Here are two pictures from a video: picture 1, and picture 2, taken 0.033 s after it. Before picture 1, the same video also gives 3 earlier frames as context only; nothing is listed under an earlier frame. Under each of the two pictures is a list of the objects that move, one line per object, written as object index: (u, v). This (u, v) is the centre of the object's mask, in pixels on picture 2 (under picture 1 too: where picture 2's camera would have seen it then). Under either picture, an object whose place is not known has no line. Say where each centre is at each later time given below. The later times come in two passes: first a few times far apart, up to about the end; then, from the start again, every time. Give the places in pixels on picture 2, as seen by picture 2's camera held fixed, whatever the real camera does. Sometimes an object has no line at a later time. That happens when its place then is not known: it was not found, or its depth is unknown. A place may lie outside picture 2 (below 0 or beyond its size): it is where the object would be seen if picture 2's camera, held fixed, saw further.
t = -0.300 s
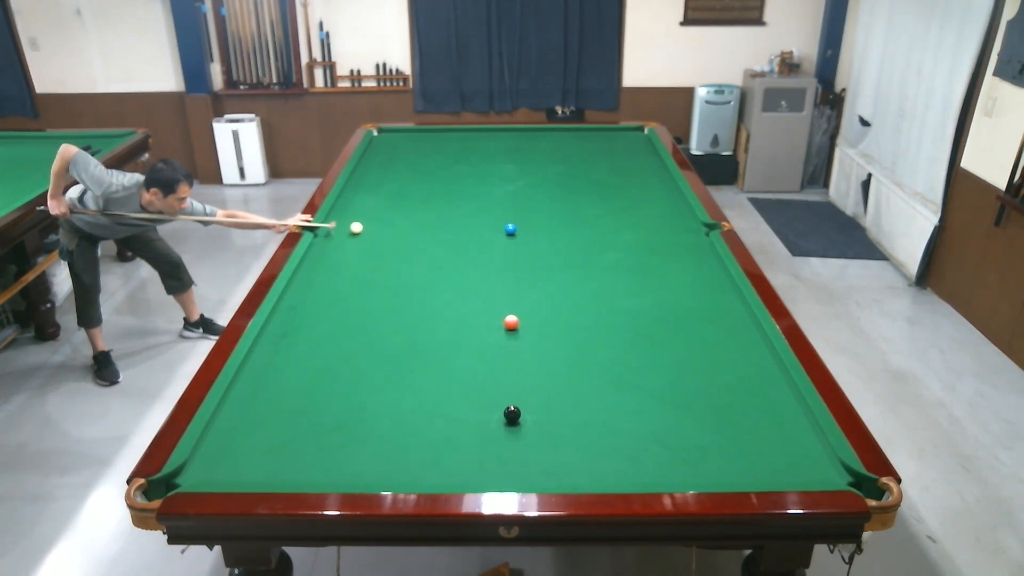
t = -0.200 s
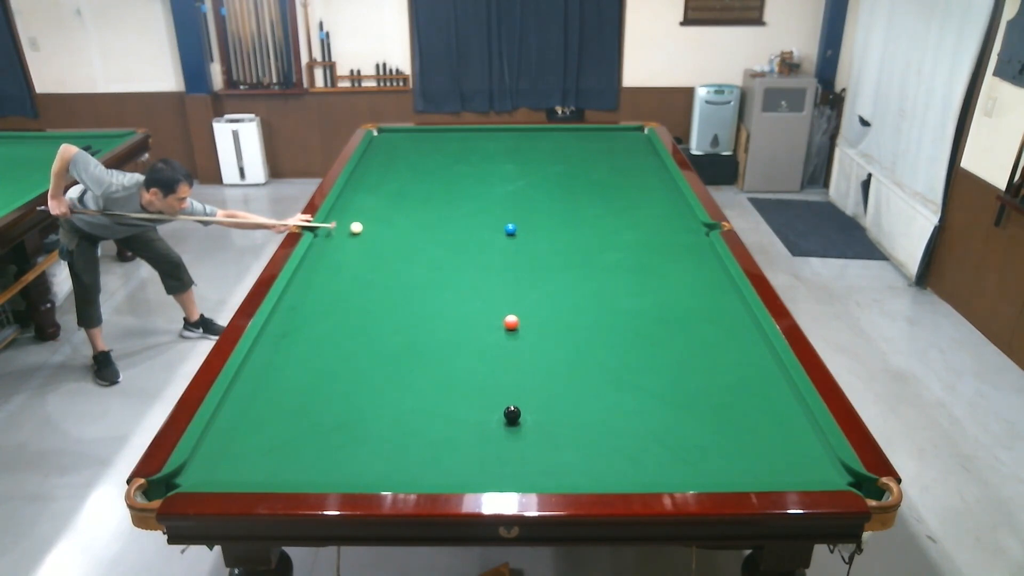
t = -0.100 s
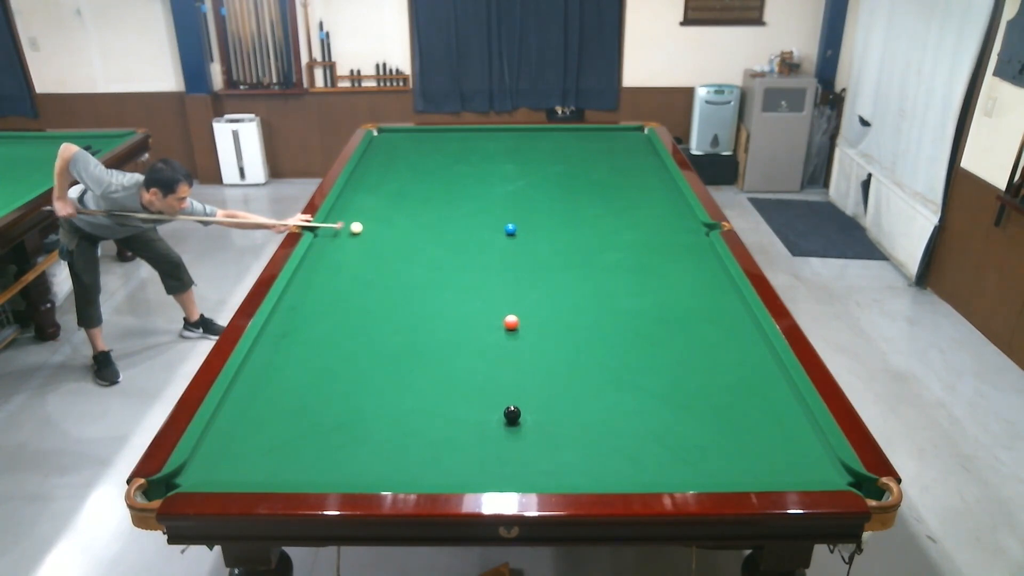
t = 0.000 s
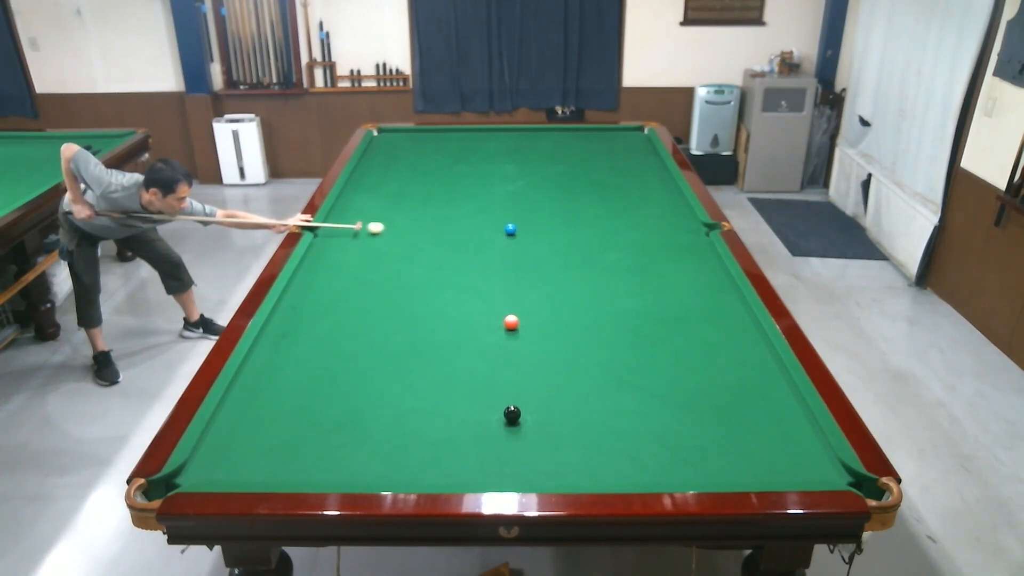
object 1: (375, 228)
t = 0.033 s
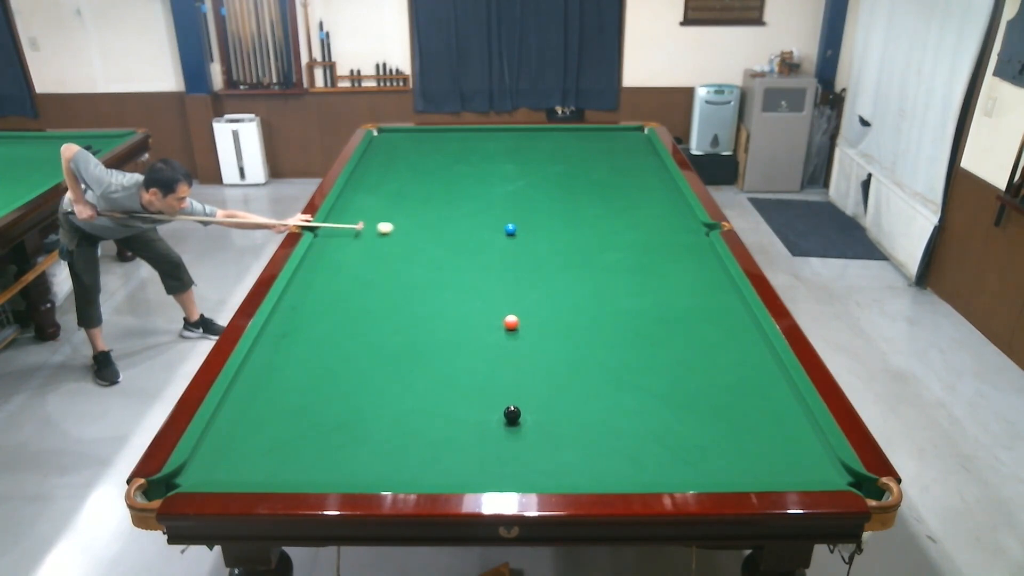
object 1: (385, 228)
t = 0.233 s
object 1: (439, 228)
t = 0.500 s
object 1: (499, 230)
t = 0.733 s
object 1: (513, 230)
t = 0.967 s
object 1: (526, 231)
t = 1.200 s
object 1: (539, 232)
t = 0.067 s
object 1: (394, 228)
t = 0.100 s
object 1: (403, 228)
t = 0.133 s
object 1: (412, 228)
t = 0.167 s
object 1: (421, 228)
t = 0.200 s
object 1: (430, 228)
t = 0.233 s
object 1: (439, 228)
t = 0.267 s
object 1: (448, 229)
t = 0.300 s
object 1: (457, 229)
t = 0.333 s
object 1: (466, 229)
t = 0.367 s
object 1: (475, 229)
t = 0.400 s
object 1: (484, 229)
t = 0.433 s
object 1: (493, 229)
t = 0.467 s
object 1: (499, 229)
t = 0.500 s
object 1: (499, 230)
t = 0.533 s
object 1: (501, 230)
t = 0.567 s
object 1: (503, 230)
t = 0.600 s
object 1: (505, 230)
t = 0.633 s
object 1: (507, 230)
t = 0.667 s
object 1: (509, 230)
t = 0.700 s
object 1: (511, 230)
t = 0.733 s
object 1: (513, 230)
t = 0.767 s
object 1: (515, 230)
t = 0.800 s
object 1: (517, 231)
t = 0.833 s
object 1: (519, 231)
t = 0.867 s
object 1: (521, 231)
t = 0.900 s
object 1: (523, 231)
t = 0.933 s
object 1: (525, 231)
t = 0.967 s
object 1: (526, 231)
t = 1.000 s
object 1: (528, 231)
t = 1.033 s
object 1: (530, 231)
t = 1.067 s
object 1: (532, 232)
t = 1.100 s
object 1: (534, 232)
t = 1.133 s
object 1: (536, 232)
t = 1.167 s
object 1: (538, 232)
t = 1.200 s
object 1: (539, 232)
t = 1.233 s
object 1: (541, 232)
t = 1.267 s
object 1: (543, 232)
